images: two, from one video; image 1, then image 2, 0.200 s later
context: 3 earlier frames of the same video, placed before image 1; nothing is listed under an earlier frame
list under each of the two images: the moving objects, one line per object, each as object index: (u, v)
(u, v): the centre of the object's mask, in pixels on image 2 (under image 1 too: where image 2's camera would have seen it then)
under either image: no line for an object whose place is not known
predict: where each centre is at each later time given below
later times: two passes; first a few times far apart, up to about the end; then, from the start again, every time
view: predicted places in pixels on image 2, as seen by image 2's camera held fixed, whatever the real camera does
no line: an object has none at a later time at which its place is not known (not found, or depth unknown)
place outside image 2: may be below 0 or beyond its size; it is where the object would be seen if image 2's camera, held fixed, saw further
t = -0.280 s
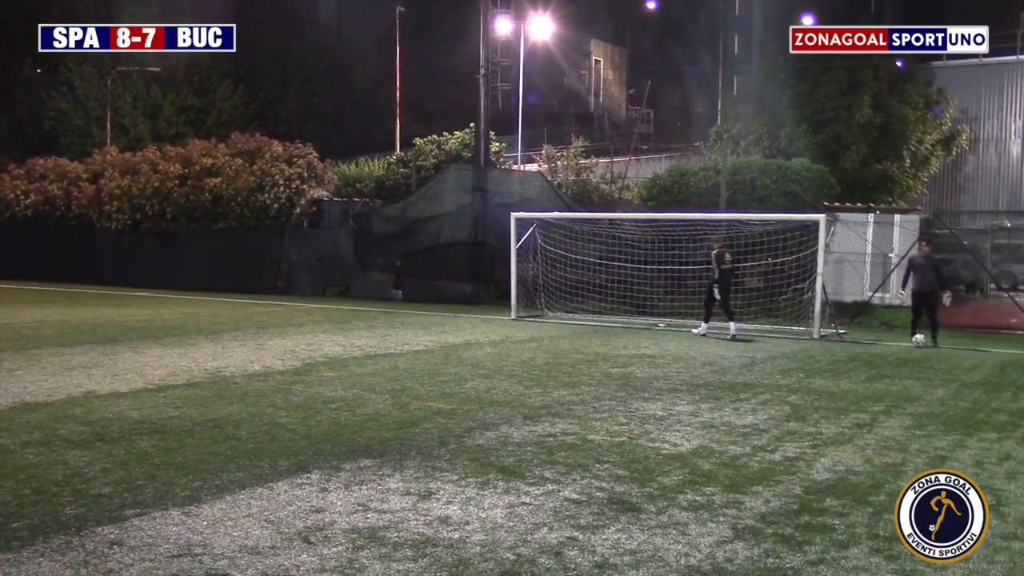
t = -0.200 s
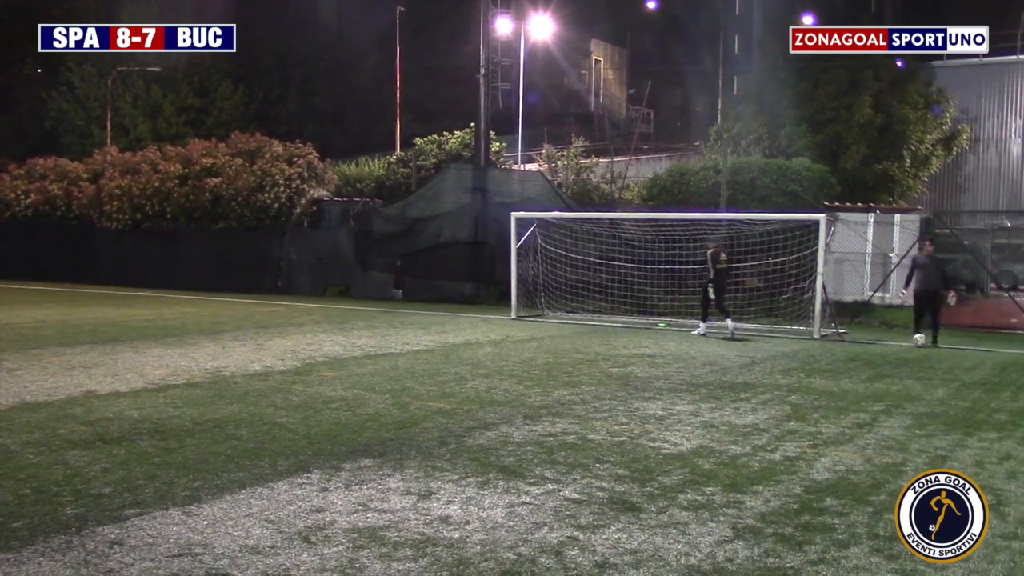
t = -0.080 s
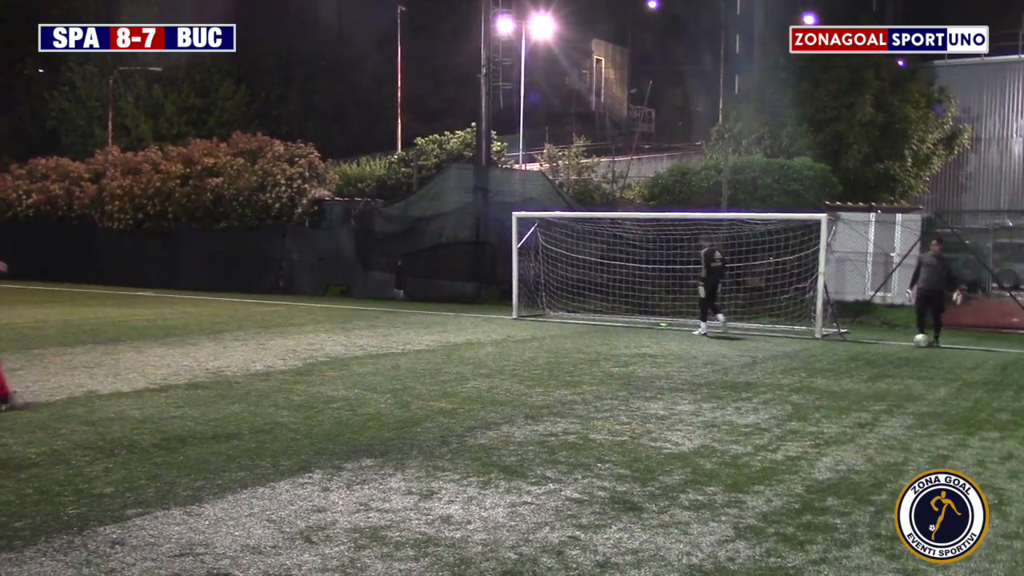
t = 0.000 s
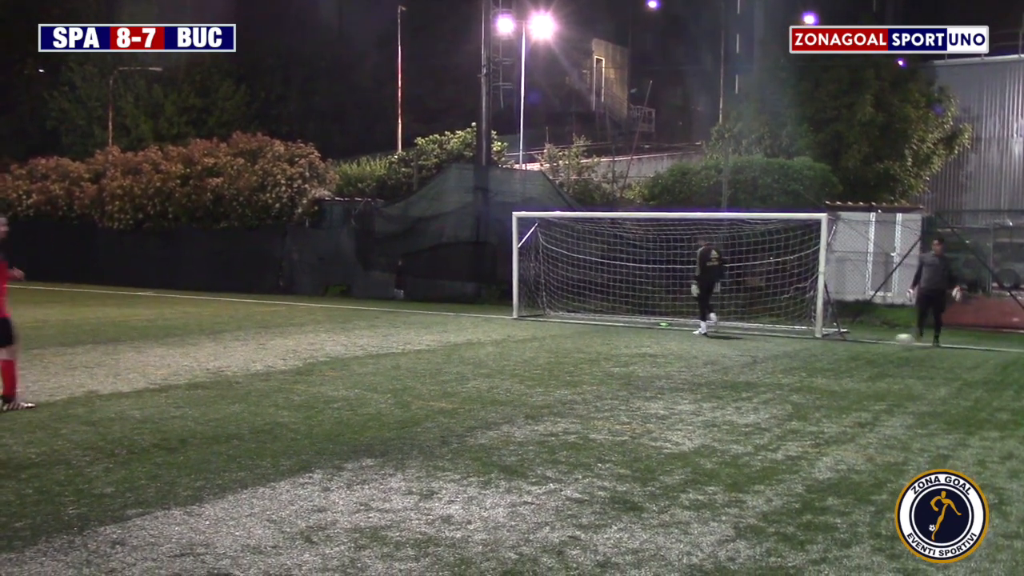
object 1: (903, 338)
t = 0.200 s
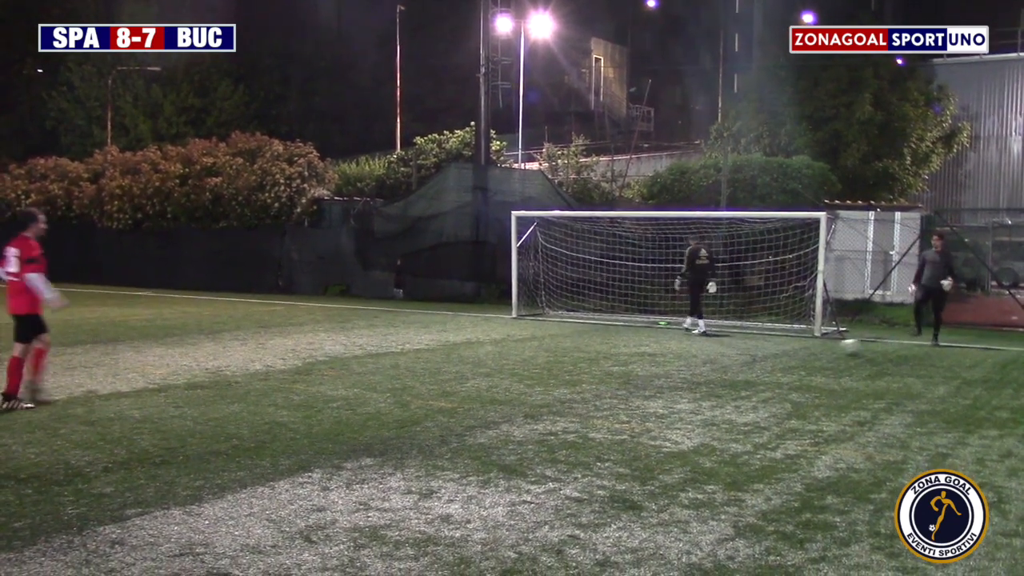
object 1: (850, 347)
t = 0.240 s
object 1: (840, 349)
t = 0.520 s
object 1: (762, 359)
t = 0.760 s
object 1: (697, 366)
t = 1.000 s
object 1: (634, 375)
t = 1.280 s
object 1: (558, 385)
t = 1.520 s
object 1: (484, 393)
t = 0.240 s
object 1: (840, 349)
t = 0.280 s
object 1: (828, 350)
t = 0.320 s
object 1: (818, 352)
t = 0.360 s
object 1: (808, 353)
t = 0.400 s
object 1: (796, 354)
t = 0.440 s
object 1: (784, 356)
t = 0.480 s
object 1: (773, 358)
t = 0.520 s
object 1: (762, 359)
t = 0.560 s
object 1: (751, 360)
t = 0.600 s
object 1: (740, 362)
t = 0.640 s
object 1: (729, 363)
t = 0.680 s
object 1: (719, 365)
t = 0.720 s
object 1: (707, 367)
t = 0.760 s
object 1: (697, 366)
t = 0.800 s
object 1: (686, 369)
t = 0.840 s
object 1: (675, 369)
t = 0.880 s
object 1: (667, 371)
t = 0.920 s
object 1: (656, 372)
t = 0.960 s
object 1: (645, 374)
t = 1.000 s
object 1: (634, 375)
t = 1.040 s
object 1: (624, 376)
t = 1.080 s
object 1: (614, 378)
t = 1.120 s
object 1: (603, 379)
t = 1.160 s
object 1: (592, 380)
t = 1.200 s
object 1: (580, 383)
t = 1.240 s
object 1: (569, 384)
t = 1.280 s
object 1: (558, 385)
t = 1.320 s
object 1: (545, 387)
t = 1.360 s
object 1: (533, 388)
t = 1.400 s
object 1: (522, 390)
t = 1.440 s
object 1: (509, 390)
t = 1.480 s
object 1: (496, 392)
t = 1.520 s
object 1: (484, 393)
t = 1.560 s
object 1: (471, 395)
